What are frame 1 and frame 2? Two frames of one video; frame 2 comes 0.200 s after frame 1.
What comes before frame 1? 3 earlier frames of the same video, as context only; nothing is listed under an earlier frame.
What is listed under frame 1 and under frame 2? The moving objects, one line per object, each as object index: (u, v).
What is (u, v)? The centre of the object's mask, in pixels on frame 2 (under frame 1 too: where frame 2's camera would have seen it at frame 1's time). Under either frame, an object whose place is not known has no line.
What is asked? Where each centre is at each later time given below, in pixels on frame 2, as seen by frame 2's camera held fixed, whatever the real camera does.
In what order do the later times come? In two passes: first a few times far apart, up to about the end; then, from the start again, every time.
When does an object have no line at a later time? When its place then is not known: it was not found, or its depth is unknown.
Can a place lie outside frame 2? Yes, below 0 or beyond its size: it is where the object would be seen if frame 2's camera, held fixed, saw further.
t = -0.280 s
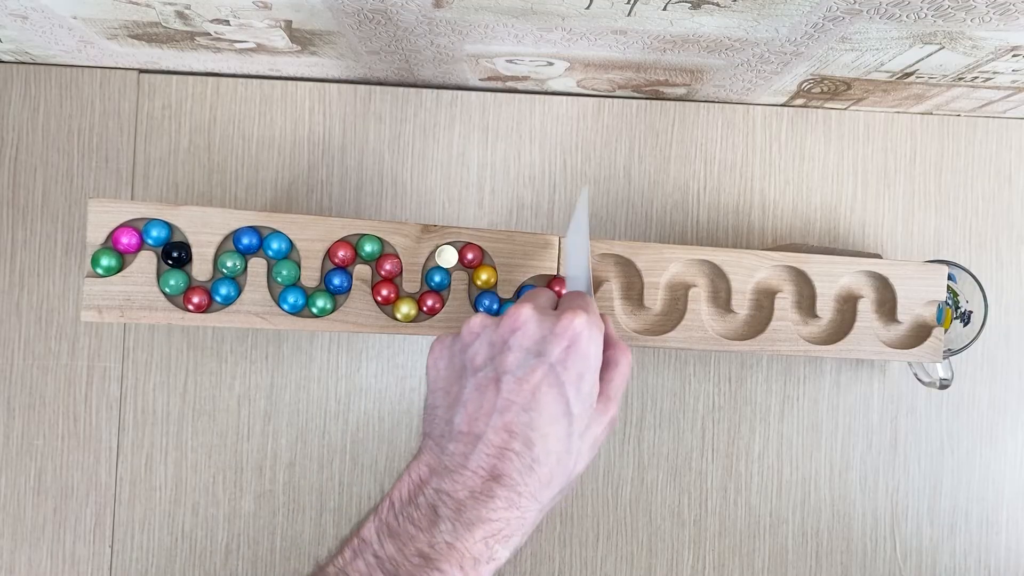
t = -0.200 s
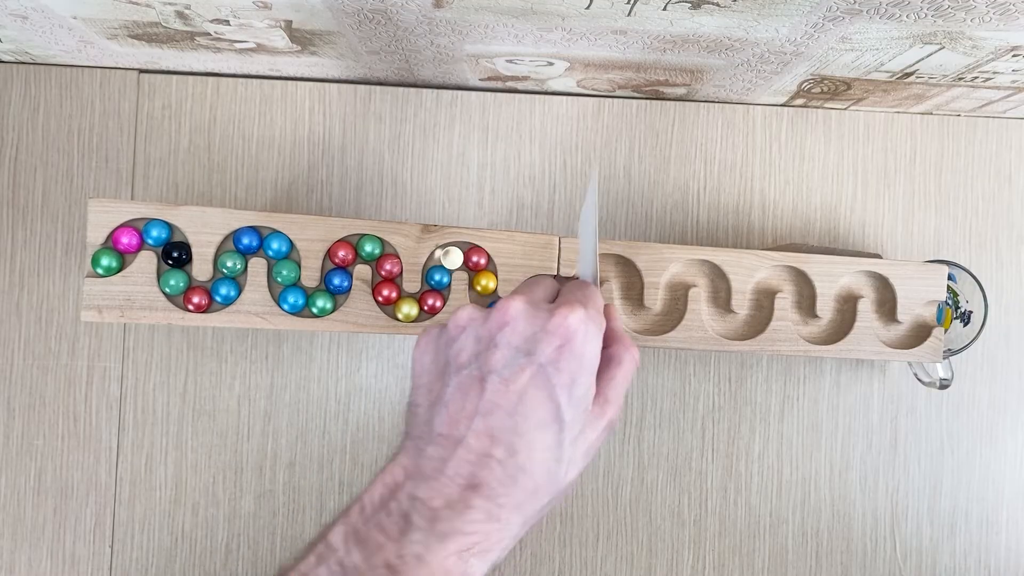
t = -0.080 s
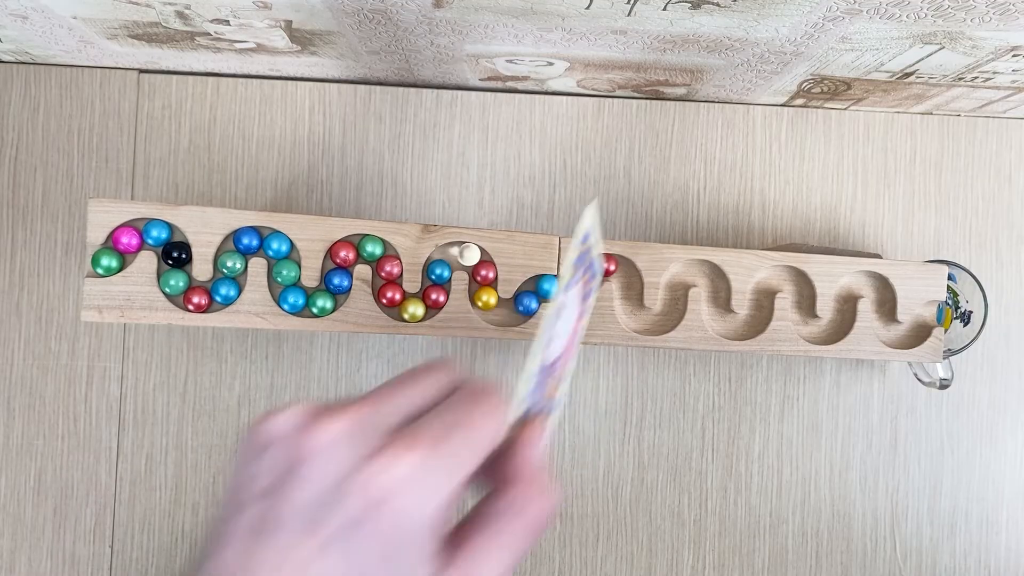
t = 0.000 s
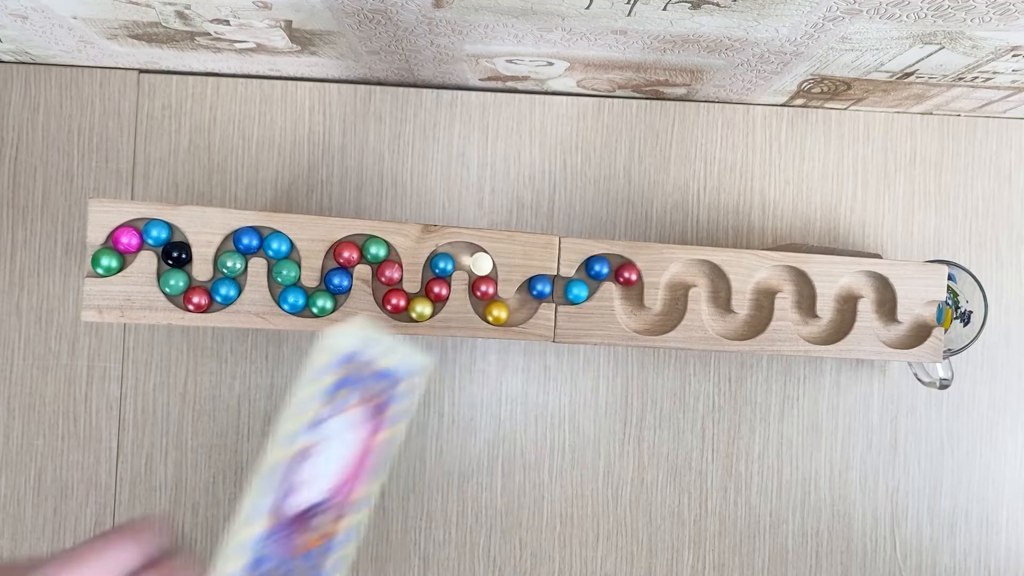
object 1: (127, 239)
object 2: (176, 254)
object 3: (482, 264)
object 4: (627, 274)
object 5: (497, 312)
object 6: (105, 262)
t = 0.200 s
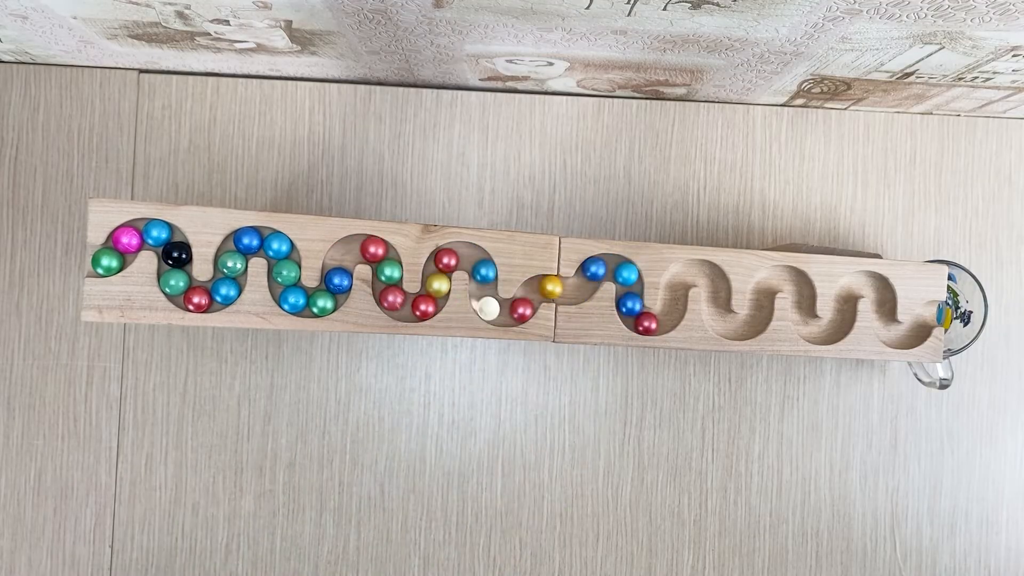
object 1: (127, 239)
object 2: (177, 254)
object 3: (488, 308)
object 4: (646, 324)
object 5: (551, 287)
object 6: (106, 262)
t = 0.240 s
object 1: (127, 239)
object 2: (177, 254)
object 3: (498, 314)
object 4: (659, 323)
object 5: (566, 290)
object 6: (106, 262)
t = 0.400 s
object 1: (127, 239)
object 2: (177, 254)
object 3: (543, 288)
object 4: (676, 281)
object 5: (611, 266)
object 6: (106, 262)
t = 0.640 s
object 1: (132, 236)
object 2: (177, 259)
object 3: (616, 266)
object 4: (718, 307)
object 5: (645, 323)
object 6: (112, 260)
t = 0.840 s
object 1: (153, 232)
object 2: (177, 277)
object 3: (637, 321)
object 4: (759, 316)
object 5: (675, 293)
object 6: (125, 246)
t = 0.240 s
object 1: (127, 239)
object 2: (177, 254)
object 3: (498, 314)
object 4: (659, 323)
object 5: (566, 290)
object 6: (106, 262)
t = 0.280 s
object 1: (127, 239)
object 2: (177, 254)
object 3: (511, 315)
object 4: (669, 316)
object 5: (582, 288)
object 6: (106, 262)
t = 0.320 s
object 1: (127, 239)
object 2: (177, 254)
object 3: (525, 308)
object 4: (674, 304)
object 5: (590, 275)
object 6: (105, 262)
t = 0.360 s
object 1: (127, 239)
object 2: (177, 254)
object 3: (532, 293)
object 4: (675, 293)
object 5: (599, 267)
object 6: (106, 262)
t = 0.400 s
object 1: (127, 239)
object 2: (177, 254)
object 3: (543, 288)
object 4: (676, 281)
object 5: (611, 266)
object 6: (106, 262)
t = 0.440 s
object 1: (128, 239)
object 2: (177, 254)
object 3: (558, 288)
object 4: (682, 274)
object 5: (624, 270)
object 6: (106, 262)
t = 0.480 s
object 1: (127, 239)
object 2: (177, 254)
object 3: (575, 288)
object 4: (693, 270)
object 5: (631, 282)
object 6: (106, 262)
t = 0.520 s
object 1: (128, 239)
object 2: (177, 255)
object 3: (589, 282)
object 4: (705, 272)
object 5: (631, 295)
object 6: (107, 261)
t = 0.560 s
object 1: (129, 239)
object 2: (177, 256)
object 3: (594, 270)
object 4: (715, 281)
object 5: (631, 307)
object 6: (108, 261)
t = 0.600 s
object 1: (131, 239)
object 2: (177, 258)
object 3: (603, 265)
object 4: (718, 294)
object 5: (635, 317)
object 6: (110, 261)
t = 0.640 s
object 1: (132, 236)
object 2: (177, 259)
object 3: (616, 266)
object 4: (718, 307)
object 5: (645, 323)
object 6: (112, 260)
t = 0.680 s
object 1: (135, 235)
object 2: (177, 262)
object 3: (627, 273)
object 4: (719, 319)
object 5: (658, 323)
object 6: (115, 258)
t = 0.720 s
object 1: (138, 233)
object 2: (177, 264)
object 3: (632, 286)
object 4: (728, 325)
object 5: (669, 317)
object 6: (118, 256)
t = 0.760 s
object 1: (142, 232)
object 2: (177, 268)
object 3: (631, 299)
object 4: (739, 328)
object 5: (675, 306)
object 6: (120, 253)
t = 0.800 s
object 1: (147, 232)
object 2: (177, 272)
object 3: (631, 313)
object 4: (751, 325)
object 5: (675, 299)
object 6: (122, 250)
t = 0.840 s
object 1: (153, 232)
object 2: (177, 277)
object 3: (637, 321)
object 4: (759, 316)
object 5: (675, 293)
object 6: (125, 246)
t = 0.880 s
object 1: (159, 234)
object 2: (180, 283)
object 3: (648, 325)
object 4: (761, 305)
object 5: (677, 285)
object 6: (128, 240)
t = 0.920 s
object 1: (166, 236)
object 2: (185, 289)
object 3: (661, 323)
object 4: (762, 294)
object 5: (681, 275)
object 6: (135, 236)
